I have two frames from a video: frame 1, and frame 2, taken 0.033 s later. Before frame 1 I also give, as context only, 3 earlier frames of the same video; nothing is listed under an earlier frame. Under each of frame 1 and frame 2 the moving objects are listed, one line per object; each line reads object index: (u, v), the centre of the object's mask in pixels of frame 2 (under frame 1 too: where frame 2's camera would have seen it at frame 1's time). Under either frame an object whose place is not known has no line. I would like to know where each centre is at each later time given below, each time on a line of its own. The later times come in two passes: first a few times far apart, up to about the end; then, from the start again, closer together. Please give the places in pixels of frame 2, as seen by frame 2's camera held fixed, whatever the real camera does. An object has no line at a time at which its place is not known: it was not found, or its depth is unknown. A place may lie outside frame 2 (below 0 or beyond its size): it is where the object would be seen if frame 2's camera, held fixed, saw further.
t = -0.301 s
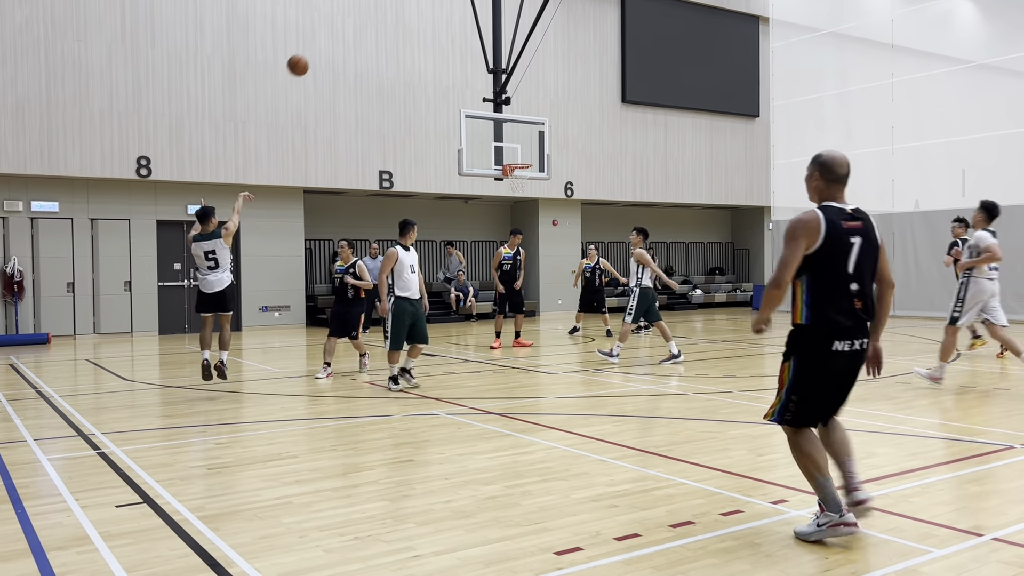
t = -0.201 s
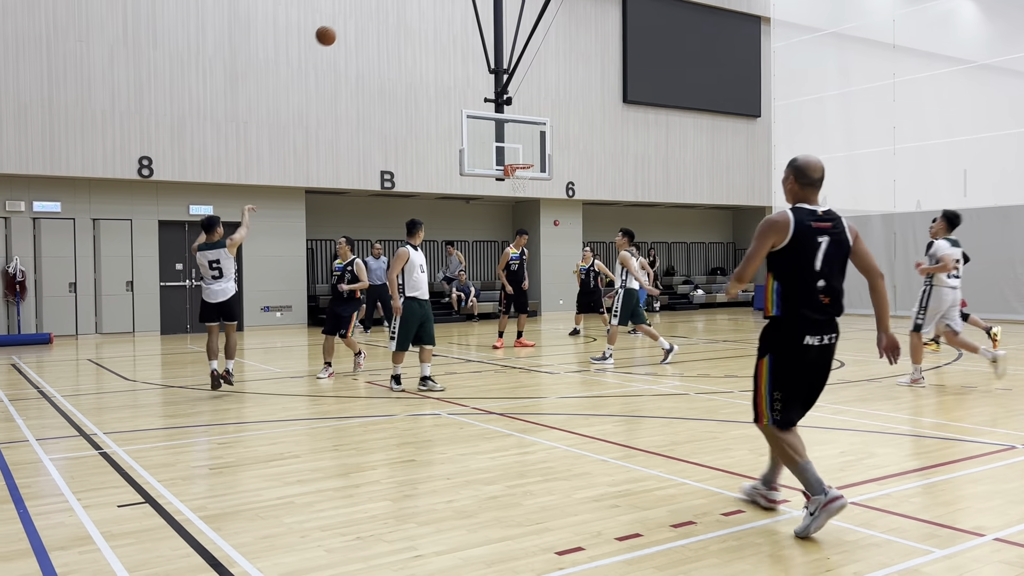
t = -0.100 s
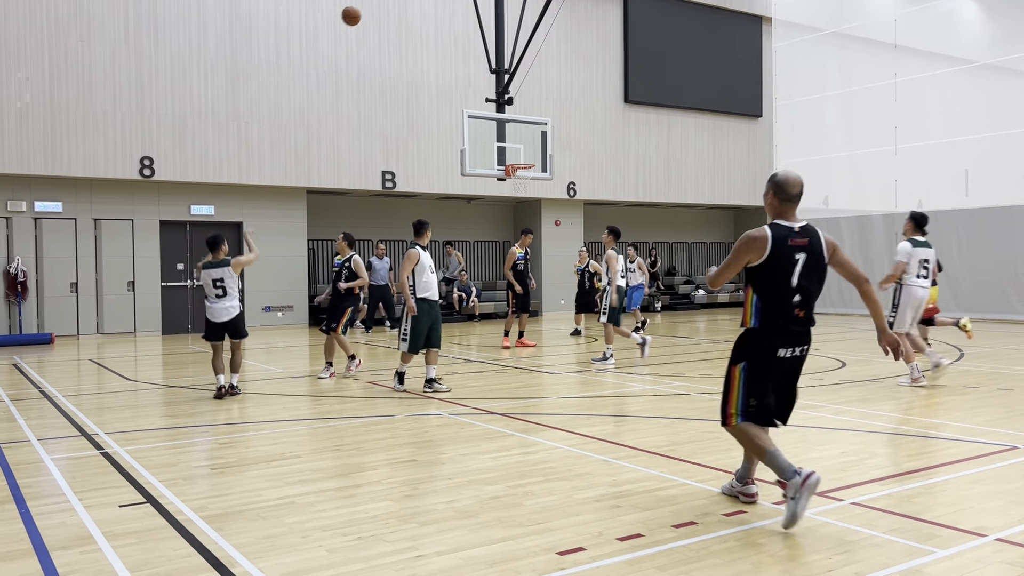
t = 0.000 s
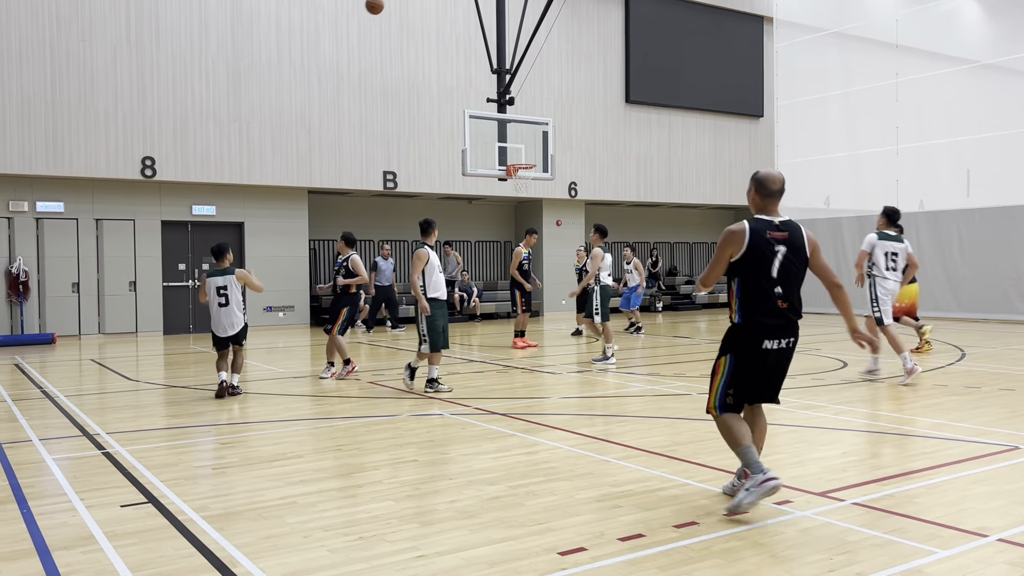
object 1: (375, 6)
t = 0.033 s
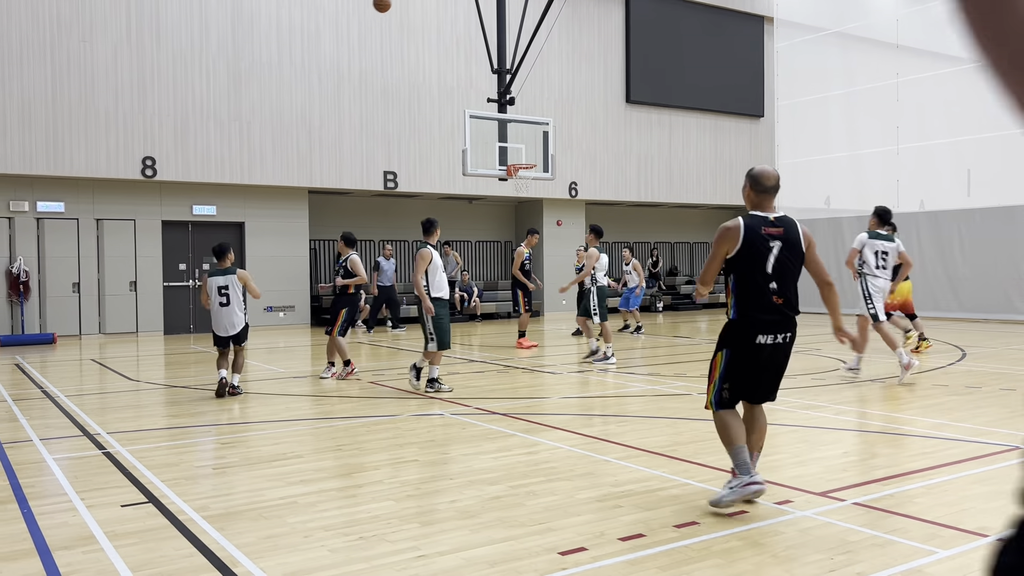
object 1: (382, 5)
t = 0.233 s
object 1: (421, 9)
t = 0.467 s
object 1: (459, 46)
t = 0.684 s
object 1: (489, 104)
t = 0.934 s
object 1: (511, 139)
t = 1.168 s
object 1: (526, 107)
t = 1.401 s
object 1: (541, 107)
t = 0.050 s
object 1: (385, 5)
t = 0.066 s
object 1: (389, 5)
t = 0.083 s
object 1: (393, 5)
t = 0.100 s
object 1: (396, 5)
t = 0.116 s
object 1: (399, 5)
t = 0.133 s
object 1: (402, 5)
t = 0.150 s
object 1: (405, 5)
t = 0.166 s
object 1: (409, 6)
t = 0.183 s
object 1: (411, 6)
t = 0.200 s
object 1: (414, 7)
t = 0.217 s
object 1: (417, 8)
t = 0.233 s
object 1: (421, 9)
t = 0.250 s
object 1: (423, 11)
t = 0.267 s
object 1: (426, 13)
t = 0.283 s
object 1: (429, 14)
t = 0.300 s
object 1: (432, 17)
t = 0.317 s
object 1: (435, 19)
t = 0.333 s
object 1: (437, 21)
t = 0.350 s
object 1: (440, 24)
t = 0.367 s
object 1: (443, 27)
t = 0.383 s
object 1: (446, 30)
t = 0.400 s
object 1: (448, 33)
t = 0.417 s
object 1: (451, 36)
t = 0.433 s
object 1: (453, 39)
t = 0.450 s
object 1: (456, 43)
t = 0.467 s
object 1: (459, 46)
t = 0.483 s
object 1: (461, 50)
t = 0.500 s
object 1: (463, 55)
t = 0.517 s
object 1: (466, 59)
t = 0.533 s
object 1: (465, 64)
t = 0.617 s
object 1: (480, 84)
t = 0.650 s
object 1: (485, 94)
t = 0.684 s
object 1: (489, 104)
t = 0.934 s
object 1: (511, 139)
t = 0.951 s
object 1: (511, 136)
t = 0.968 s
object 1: (513, 132)
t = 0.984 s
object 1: (513, 129)
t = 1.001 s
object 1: (515, 126)
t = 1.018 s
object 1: (516, 124)
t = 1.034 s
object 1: (517, 122)
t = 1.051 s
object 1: (518, 119)
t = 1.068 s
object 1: (519, 117)
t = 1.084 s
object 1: (520, 115)
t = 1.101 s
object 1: (521, 113)
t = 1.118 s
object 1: (522, 111)
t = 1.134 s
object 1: (524, 110)
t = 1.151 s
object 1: (525, 108)
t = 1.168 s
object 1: (526, 107)
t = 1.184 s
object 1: (527, 106)
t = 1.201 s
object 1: (528, 105)
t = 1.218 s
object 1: (529, 104)
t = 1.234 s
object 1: (530, 104)
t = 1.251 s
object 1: (531, 103)
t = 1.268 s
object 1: (532, 103)
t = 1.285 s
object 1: (533, 103)
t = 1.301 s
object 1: (534, 103)
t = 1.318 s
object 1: (535, 103)
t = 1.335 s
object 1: (537, 104)
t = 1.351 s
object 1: (538, 104)
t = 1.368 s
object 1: (539, 105)
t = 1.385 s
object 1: (540, 106)
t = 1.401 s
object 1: (541, 107)
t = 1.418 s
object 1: (542, 108)
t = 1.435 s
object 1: (543, 109)
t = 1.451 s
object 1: (545, 111)
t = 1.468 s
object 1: (546, 112)
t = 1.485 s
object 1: (547, 114)
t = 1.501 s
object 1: (548, 116)
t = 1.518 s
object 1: (549, 118)
